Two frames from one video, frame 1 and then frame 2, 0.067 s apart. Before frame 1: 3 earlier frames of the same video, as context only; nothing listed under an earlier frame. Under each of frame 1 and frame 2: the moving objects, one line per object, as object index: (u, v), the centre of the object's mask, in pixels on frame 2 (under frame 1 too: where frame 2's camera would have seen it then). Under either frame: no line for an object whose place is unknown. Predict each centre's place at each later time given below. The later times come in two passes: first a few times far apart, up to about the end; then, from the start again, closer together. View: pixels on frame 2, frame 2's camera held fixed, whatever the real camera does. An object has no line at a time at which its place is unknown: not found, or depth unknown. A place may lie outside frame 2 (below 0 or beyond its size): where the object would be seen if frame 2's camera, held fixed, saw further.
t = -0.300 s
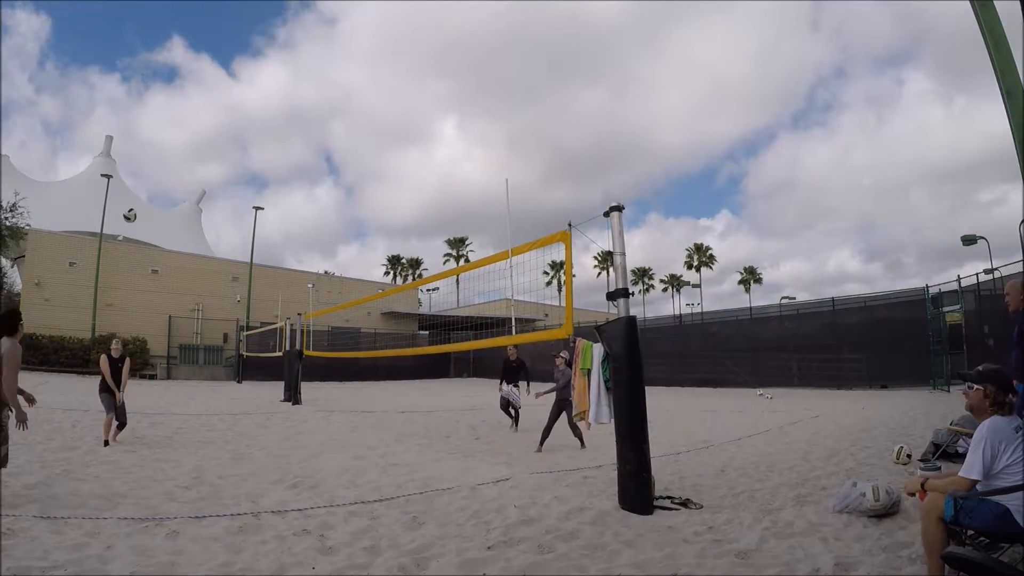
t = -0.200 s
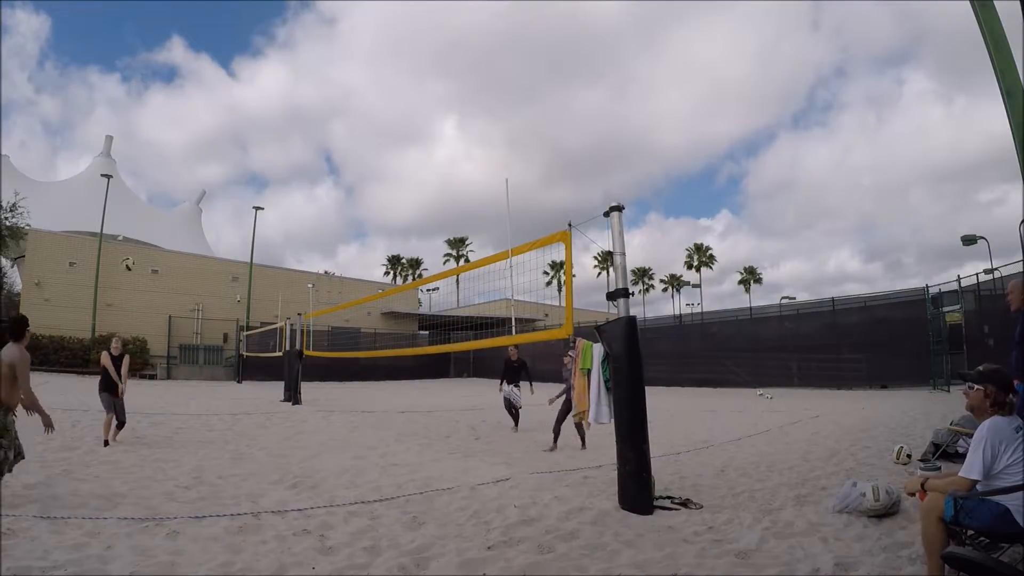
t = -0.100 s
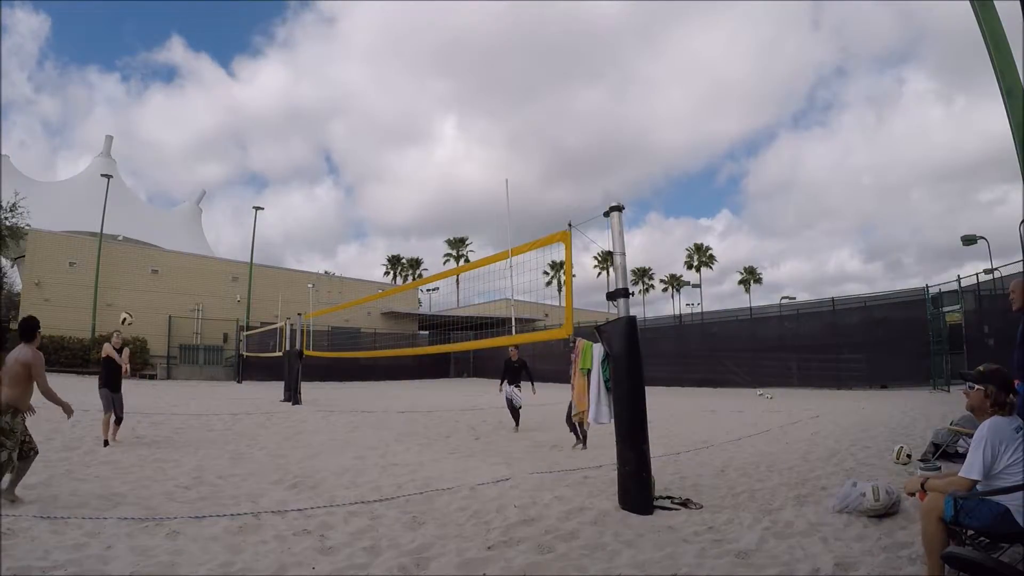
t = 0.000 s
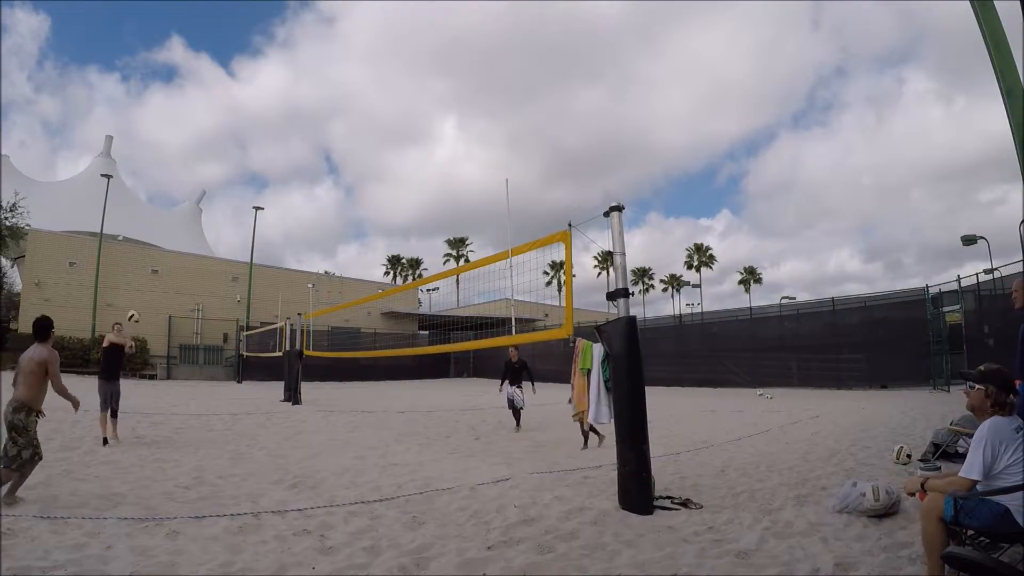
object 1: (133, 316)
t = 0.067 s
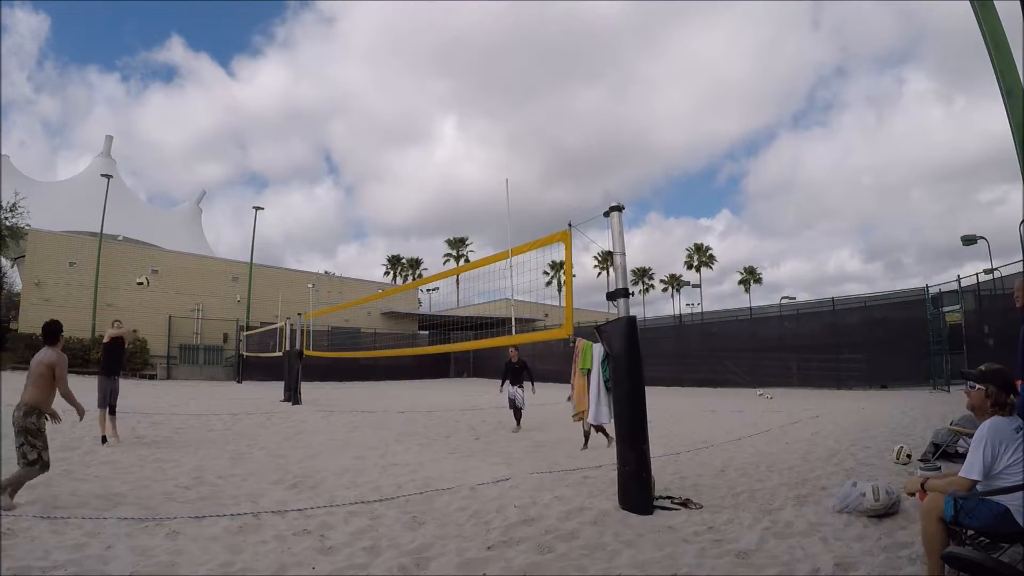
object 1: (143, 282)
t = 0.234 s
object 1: (168, 209)
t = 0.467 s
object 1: (203, 138)
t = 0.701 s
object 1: (234, 102)
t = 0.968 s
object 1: (264, 97)
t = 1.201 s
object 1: (286, 129)
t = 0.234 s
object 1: (168, 209)
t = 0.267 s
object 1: (173, 196)
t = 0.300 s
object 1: (178, 185)
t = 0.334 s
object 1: (183, 174)
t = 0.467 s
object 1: (203, 138)
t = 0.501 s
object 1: (208, 131)
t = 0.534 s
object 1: (213, 124)
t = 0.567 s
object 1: (217, 118)
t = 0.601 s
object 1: (222, 113)
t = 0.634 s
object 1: (226, 109)
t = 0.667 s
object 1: (230, 105)
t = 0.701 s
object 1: (234, 102)
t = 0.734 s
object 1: (238, 99)
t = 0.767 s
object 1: (242, 97)
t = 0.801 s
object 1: (246, 95)
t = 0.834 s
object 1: (250, 95)
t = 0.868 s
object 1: (254, 94)
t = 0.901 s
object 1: (257, 95)
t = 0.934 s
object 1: (261, 96)
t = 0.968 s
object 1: (264, 97)
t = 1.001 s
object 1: (268, 100)
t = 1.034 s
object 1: (271, 103)
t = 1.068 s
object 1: (274, 107)
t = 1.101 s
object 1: (277, 111)
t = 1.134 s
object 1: (281, 116)
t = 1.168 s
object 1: (283, 122)
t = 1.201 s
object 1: (286, 129)
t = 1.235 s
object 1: (289, 136)
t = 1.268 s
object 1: (292, 144)
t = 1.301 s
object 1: (294, 153)
